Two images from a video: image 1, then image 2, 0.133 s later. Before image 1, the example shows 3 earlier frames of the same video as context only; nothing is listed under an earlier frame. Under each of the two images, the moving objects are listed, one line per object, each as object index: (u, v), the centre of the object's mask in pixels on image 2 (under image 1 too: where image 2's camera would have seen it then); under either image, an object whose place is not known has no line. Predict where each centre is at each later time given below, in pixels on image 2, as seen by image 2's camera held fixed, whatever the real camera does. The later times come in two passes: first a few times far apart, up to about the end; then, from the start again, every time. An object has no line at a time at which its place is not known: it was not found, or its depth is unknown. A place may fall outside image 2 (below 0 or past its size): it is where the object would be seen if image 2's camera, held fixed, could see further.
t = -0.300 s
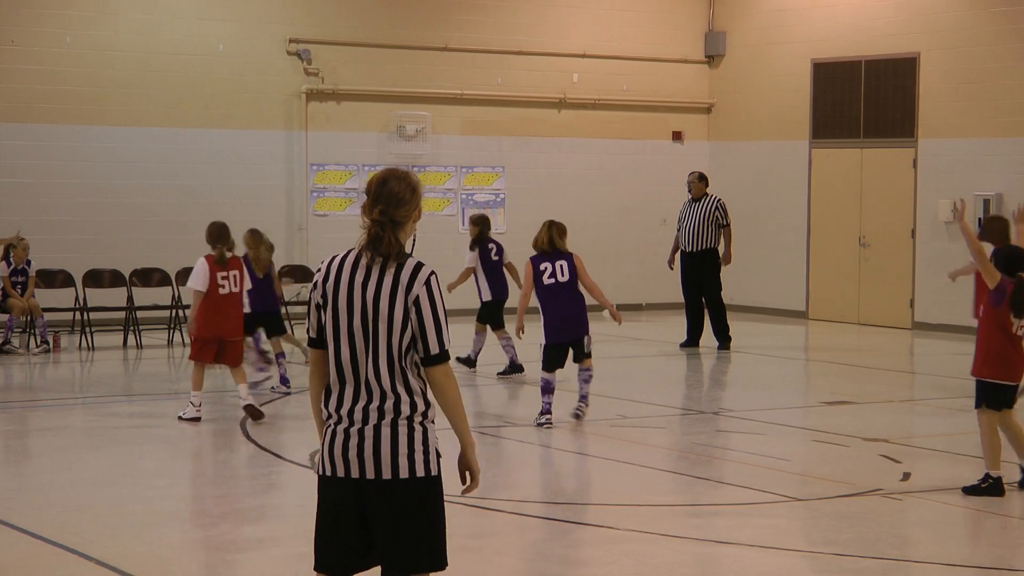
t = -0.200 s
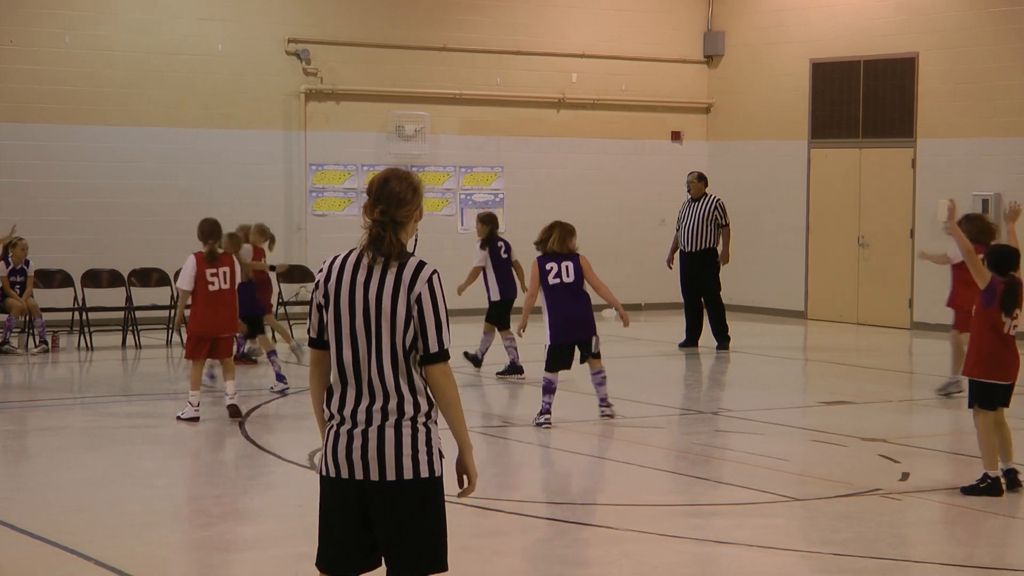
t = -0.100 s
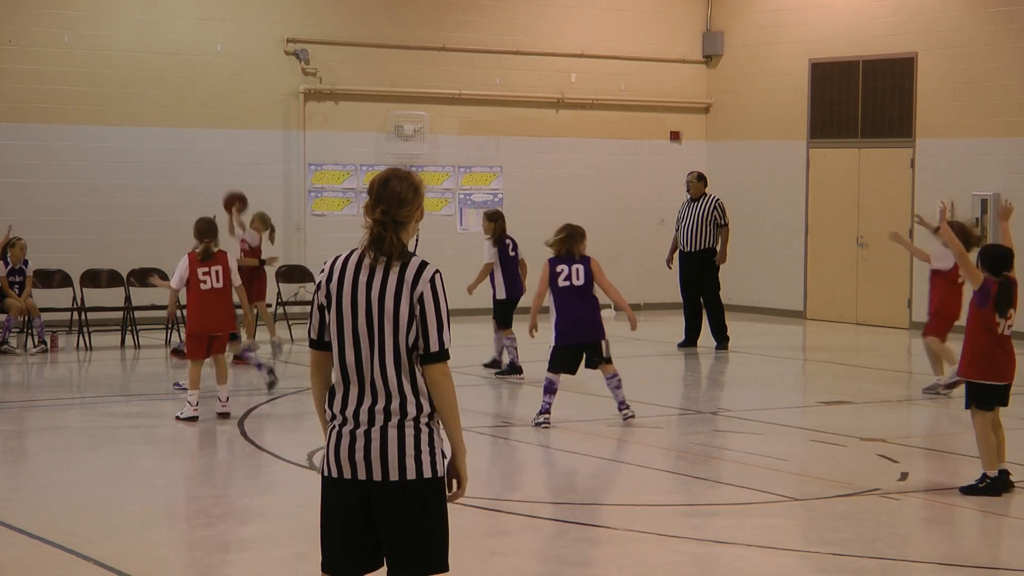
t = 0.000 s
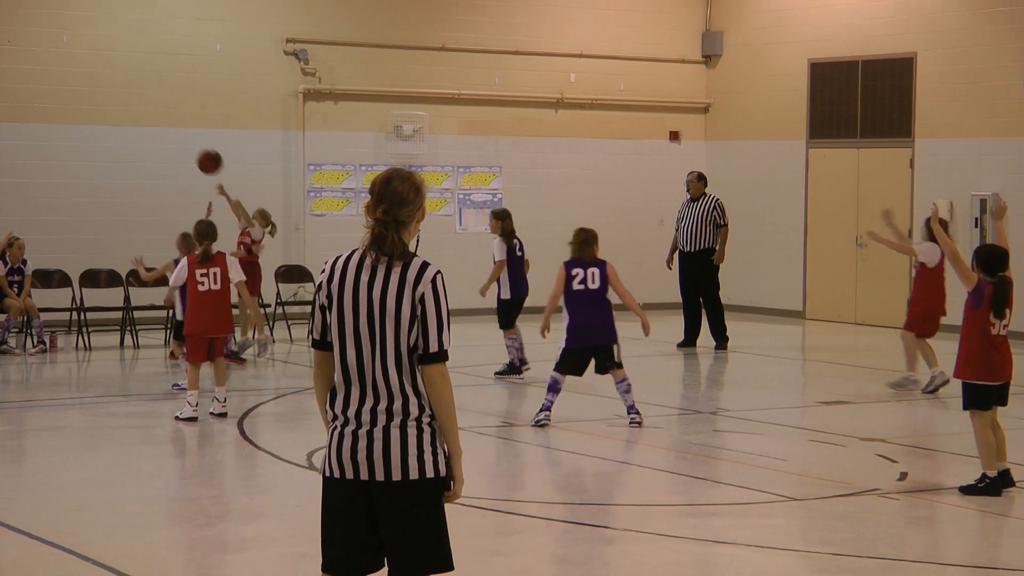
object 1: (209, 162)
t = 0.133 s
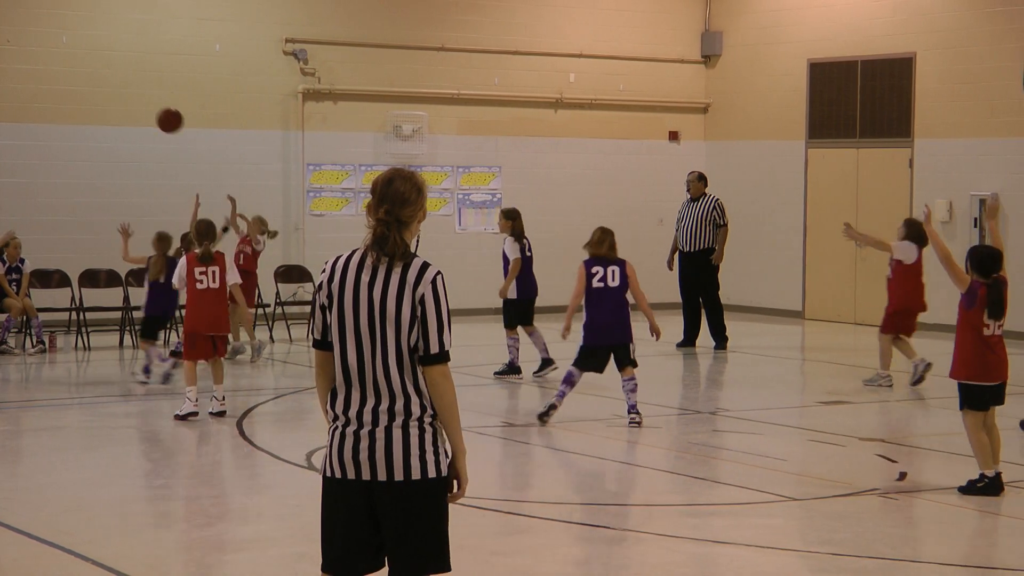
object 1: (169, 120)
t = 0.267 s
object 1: (129, 97)
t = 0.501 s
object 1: (54, 104)
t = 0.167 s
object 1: (159, 113)
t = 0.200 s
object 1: (150, 106)
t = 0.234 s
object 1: (139, 101)
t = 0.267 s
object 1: (129, 97)
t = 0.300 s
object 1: (119, 94)
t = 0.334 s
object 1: (108, 93)
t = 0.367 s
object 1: (97, 92)
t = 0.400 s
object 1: (87, 93)
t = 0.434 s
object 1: (76, 95)
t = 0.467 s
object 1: (65, 99)
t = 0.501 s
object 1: (54, 104)
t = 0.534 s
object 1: (43, 110)
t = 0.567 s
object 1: (31, 117)
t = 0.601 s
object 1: (20, 126)
